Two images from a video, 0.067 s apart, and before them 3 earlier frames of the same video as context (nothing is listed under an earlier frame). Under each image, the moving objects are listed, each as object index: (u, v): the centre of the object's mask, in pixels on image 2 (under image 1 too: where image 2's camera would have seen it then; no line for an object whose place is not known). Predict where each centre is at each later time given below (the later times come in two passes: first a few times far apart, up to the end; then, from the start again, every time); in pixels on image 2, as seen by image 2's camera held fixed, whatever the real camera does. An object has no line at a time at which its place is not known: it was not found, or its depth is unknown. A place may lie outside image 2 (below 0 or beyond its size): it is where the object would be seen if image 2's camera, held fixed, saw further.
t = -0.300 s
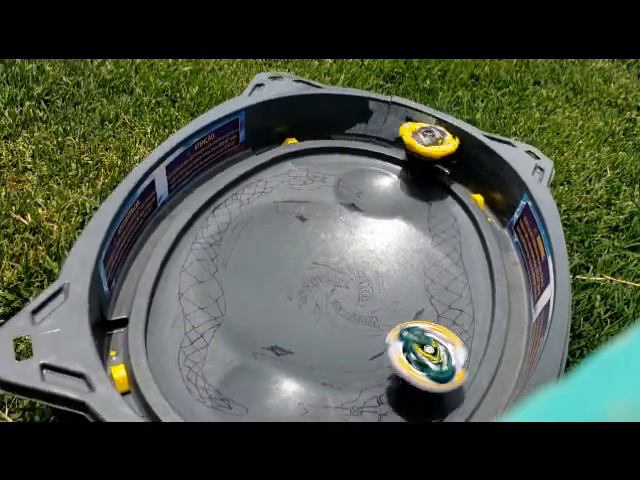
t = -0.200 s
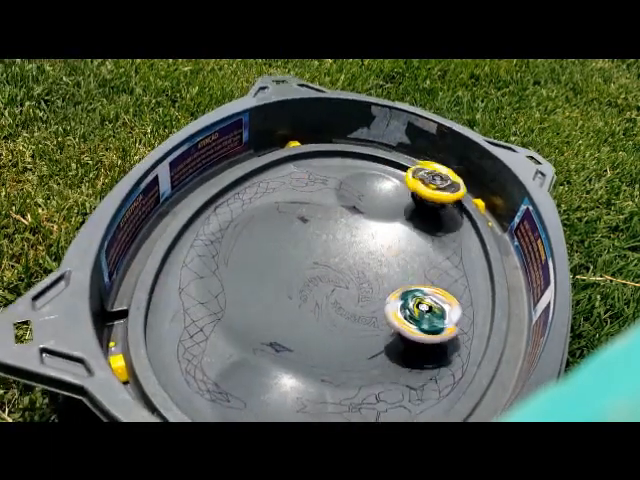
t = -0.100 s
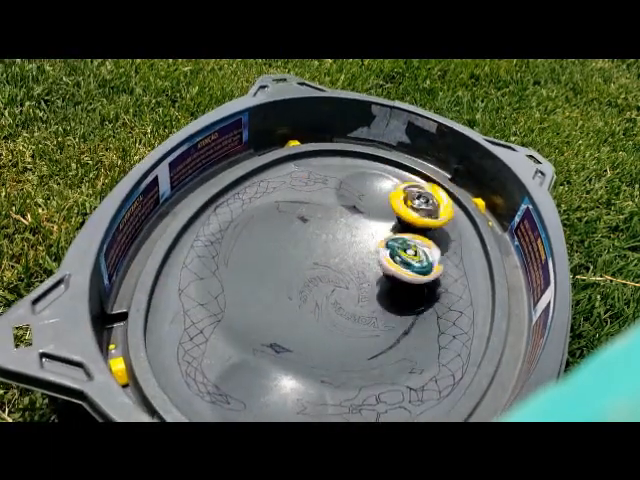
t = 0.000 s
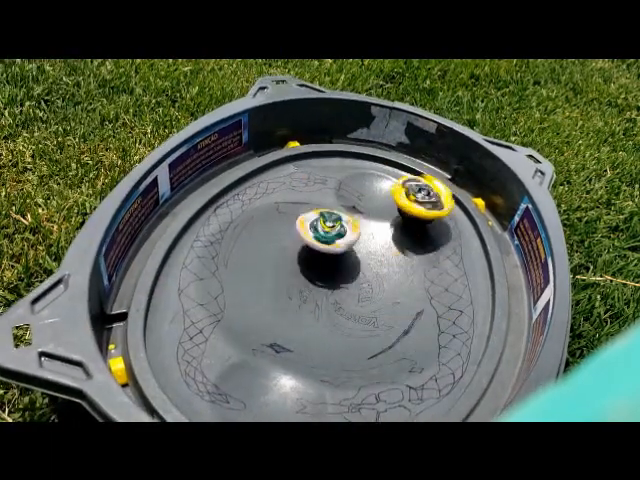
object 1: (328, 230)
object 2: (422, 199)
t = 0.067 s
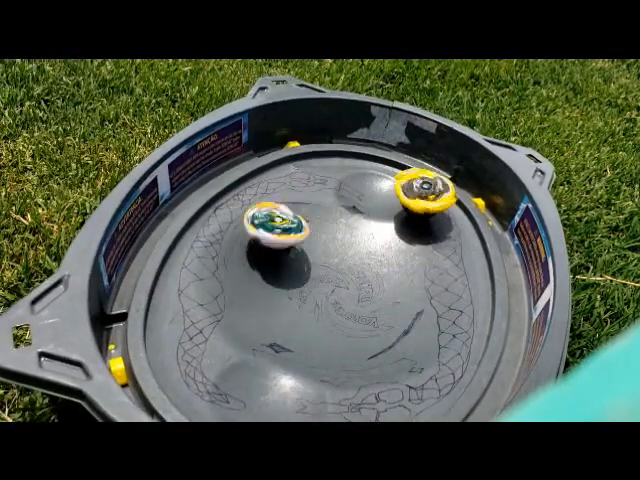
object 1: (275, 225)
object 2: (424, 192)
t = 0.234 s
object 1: (216, 284)
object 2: (412, 193)
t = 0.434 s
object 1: (202, 329)
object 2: (365, 194)
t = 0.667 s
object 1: (208, 343)
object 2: (271, 304)
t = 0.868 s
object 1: (190, 356)
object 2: (409, 394)
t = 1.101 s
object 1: (202, 390)
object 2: (377, 398)
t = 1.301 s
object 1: (270, 392)
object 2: (379, 406)
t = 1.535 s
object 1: (262, 357)
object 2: (413, 360)
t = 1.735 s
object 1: (302, 386)
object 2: (412, 279)
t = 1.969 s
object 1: (351, 323)
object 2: (296, 225)
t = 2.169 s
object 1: (381, 273)
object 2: (243, 280)
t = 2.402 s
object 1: (313, 250)
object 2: (354, 331)
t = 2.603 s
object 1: (284, 292)
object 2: (396, 273)
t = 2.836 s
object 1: (359, 322)
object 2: (315, 234)
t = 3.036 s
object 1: (376, 281)
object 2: (266, 279)
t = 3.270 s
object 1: (305, 254)
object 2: (353, 331)
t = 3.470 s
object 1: (275, 288)
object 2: (396, 290)
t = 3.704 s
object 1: (345, 317)
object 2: (320, 245)
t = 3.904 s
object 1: (374, 277)
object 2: (263, 277)
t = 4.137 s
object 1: (319, 252)
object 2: (333, 328)
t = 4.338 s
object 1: (288, 284)
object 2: (386, 288)
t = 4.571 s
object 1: (340, 320)
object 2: (323, 241)
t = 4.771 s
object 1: (375, 298)
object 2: (272, 270)
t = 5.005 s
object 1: (333, 261)
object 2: (336, 326)
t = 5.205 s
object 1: (286, 269)
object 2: (393, 294)
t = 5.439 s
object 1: (303, 306)
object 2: (334, 250)
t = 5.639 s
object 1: (355, 304)
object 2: (272, 270)
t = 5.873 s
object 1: (351, 268)
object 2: (316, 325)
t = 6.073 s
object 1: (312, 263)
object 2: (381, 301)
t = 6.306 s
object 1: (302, 299)
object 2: (341, 248)
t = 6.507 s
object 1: (342, 313)
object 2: (281, 258)
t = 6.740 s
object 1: (357, 283)
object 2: (307, 318)
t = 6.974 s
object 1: (315, 265)
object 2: (387, 303)
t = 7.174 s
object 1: (293, 282)
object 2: (361, 259)
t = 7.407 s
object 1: (324, 315)
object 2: (292, 249)
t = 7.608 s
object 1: (360, 309)
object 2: (284, 285)
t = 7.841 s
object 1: (408, 283)
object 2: (280, 293)
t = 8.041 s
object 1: (374, 268)
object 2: (309, 289)
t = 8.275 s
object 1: (397, 259)
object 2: (256, 273)
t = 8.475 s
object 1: (352, 281)
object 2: (283, 282)
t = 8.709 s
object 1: (363, 306)
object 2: (263, 268)
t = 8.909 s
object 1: (320, 320)
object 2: (295, 262)
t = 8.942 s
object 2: (302, 261)
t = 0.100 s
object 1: (254, 230)
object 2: (423, 190)
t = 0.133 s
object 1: (238, 237)
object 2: (422, 190)
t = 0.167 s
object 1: (226, 249)
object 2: (420, 192)
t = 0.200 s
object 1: (217, 267)
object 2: (416, 192)
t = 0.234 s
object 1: (216, 284)
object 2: (412, 193)
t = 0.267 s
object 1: (215, 300)
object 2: (410, 194)
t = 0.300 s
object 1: (211, 312)
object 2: (406, 195)
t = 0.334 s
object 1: (209, 320)
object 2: (400, 197)
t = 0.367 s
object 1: (206, 324)
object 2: (390, 196)
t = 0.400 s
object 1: (203, 328)
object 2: (376, 195)
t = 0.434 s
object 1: (202, 329)
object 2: (365, 194)
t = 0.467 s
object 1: (202, 332)
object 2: (347, 199)
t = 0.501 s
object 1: (203, 336)
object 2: (327, 210)
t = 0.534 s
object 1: (203, 336)
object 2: (303, 222)
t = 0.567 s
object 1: (204, 338)
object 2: (286, 239)
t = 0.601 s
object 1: (207, 341)
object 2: (271, 259)
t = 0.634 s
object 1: (206, 341)
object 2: (266, 281)
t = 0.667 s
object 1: (208, 343)
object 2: (271, 304)
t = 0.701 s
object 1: (210, 343)
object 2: (286, 327)
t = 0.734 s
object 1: (205, 345)
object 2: (315, 346)
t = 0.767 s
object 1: (202, 346)
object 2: (346, 360)
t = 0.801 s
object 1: (197, 348)
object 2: (378, 374)
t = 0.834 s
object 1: (195, 353)
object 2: (397, 389)
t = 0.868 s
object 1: (190, 356)
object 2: (409, 394)
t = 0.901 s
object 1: (188, 359)
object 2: (404, 395)
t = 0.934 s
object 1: (187, 363)
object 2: (401, 395)
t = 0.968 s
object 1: (184, 369)
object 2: (400, 398)
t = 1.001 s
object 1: (183, 372)
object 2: (397, 399)
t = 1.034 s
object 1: (187, 379)
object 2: (390, 397)
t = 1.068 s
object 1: (196, 385)
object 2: (382, 397)
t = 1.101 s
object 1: (202, 390)
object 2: (377, 398)
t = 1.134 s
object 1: (211, 390)
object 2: (371, 398)
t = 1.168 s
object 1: (217, 391)
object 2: (367, 400)
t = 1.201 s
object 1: (228, 393)
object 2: (361, 401)
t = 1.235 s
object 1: (240, 397)
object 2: (352, 401)
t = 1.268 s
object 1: (257, 397)
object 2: (356, 401)
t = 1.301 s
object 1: (270, 392)
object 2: (379, 406)
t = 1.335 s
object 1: (283, 385)
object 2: (396, 405)
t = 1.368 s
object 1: (288, 372)
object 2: (401, 404)
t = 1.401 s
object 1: (287, 361)
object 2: (401, 395)
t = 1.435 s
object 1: (280, 354)
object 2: (405, 389)
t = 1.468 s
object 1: (272, 350)
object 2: (409, 380)
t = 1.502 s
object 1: (267, 350)
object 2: (411, 368)
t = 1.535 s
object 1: (262, 357)
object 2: (413, 360)
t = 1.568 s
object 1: (256, 366)
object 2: (416, 350)
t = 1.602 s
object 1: (253, 376)
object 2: (421, 341)
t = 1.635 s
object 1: (259, 385)
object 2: (421, 328)
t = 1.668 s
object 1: (272, 389)
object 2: (421, 311)
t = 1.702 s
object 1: (288, 390)
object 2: (419, 294)
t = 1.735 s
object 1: (302, 386)
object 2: (412, 279)
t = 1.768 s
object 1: (310, 377)
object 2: (402, 264)
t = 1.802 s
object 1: (312, 365)
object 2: (389, 253)
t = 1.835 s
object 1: (314, 355)
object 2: (373, 243)
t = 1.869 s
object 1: (318, 348)
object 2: (354, 234)
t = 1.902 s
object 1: (328, 339)
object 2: (335, 228)
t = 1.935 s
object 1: (338, 333)
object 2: (316, 226)
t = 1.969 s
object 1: (351, 323)
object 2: (296, 225)
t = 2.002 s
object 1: (365, 316)
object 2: (280, 227)
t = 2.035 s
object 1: (375, 308)
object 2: (268, 235)
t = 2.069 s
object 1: (382, 299)
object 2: (256, 244)
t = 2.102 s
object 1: (385, 290)
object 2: (246, 254)
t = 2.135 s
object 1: (384, 281)
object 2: (242, 266)
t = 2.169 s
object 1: (381, 273)
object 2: (243, 280)
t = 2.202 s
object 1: (375, 266)
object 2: (249, 293)
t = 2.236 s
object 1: (366, 259)
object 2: (261, 306)
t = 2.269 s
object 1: (357, 254)
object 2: (278, 317)
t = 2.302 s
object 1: (347, 251)
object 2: (298, 327)
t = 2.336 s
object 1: (336, 249)
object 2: (316, 334)
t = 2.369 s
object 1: (325, 249)
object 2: (335, 334)
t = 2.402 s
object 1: (313, 250)
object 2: (354, 331)
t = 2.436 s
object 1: (304, 253)
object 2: (371, 325)
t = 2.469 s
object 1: (295, 258)
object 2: (384, 318)
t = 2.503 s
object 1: (288, 265)
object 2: (392, 308)
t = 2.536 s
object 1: (283, 273)
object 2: (397, 297)
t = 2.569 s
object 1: (282, 282)
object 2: (398, 285)
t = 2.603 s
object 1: (284, 292)
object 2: (396, 273)
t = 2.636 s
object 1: (289, 301)
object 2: (391, 263)
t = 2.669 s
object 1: (296, 310)
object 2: (383, 255)
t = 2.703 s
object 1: (308, 317)
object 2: (371, 247)
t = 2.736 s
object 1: (321, 322)
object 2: (357, 240)
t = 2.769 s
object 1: (335, 325)
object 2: (343, 235)
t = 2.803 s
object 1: (348, 324)
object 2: (329, 233)
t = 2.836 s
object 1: (359, 322)
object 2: (315, 234)
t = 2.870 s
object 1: (368, 318)
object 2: (302, 237)
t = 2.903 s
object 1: (374, 312)
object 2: (291, 241)
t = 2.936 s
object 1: (379, 305)
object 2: (280, 249)
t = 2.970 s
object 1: (381, 298)
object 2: (272, 257)
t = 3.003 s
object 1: (380, 290)
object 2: (267, 268)
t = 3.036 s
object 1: (376, 281)
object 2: (266, 279)
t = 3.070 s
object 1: (368, 273)
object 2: (269, 290)
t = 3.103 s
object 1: (359, 266)
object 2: (277, 302)
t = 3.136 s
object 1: (349, 261)
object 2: (288, 312)
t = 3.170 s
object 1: (338, 258)
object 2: (302, 321)
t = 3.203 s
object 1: (327, 256)
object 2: (319, 327)
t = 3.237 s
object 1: (316, 254)
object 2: (336, 331)
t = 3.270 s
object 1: (305, 254)
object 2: (353, 331)
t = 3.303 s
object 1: (295, 256)
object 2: (367, 328)
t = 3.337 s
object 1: (285, 261)
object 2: (379, 324)
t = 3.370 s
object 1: (278, 266)
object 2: (389, 318)
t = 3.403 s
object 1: (275, 273)
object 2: (395, 309)
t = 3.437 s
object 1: (274, 280)
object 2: (397, 299)
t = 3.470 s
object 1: (275, 288)
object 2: (396, 290)
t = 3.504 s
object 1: (279, 296)
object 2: (391, 280)
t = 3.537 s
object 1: (287, 304)
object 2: (384, 272)
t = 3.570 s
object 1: (297, 311)
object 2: (374, 263)
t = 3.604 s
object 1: (310, 315)
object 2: (362, 256)
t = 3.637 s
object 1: (321, 317)
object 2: (348, 251)
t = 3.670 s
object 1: (333, 318)
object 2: (334, 247)
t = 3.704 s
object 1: (345, 317)
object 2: (320, 245)
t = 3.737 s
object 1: (356, 313)
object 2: (306, 246)
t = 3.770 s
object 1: (365, 307)
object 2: (293, 249)
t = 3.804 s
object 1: (370, 301)
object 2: (282, 254)
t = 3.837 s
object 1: (374, 294)
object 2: (273, 260)
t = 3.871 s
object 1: (376, 287)
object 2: (266, 268)
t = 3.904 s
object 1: (374, 277)
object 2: (263, 277)
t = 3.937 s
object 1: (368, 270)
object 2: (263, 286)
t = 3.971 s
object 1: (363, 264)
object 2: (267, 297)
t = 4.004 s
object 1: (356, 258)
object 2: (275, 307)
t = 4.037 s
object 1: (347, 254)
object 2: (286, 315)
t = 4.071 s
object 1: (337, 252)
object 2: (300, 322)
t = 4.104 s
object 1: (327, 252)
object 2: (316, 326)
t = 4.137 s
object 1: (319, 252)
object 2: (333, 328)
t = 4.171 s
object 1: (309, 253)
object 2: (348, 327)
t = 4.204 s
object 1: (300, 258)
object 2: (361, 323)
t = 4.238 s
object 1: (294, 263)
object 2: (372, 316)
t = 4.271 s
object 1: (290, 269)
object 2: (380, 307)
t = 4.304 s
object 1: (287, 276)
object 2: (384, 298)
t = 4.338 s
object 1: (288, 284)
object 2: (386, 288)
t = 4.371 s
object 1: (291, 291)
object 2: (384, 278)
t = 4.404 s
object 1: (295, 297)
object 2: (378, 269)
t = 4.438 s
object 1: (300, 305)
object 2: (371, 260)
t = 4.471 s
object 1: (308, 311)
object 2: (360, 251)
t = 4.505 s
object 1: (318, 315)
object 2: (348, 246)
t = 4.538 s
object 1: (328, 319)
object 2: (335, 242)
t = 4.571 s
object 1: (340, 320)
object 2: (323, 241)
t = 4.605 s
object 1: (349, 318)
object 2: (311, 241)
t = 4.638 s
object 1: (357, 316)
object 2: (300, 243)
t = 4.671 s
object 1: (364, 313)
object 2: (290, 247)
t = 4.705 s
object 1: (369, 309)
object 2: (281, 253)
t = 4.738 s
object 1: (373, 304)
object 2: (275, 261)
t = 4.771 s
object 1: (375, 298)
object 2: (272, 270)
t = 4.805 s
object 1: (373, 290)
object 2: (273, 281)
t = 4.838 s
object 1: (369, 285)
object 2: (277, 291)
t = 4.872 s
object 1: (364, 278)
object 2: (284, 300)
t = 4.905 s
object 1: (356, 273)
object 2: (293, 309)
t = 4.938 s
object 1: (351, 269)
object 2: (305, 316)
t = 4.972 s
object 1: (344, 264)
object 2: (319, 323)
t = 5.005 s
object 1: (333, 261)
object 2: (336, 326)
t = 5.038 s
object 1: (324, 261)
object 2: (351, 326)
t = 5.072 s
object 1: (314, 259)
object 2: (364, 323)
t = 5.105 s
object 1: (306, 261)
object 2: (375, 318)
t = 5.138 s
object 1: (300, 262)
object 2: (385, 312)
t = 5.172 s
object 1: (292, 264)
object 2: (391, 304)
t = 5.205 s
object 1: (286, 269)
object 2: (393, 294)
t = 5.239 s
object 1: (283, 274)
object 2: (390, 285)
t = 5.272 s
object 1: (282, 280)
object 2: (385, 277)
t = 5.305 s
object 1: (284, 285)
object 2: (379, 270)
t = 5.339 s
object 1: (286, 290)
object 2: (370, 262)
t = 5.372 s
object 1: (290, 296)
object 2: (358, 256)
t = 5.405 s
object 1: (296, 301)
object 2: (346, 253)
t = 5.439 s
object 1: (303, 306)
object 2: (334, 250)
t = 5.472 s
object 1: (312, 309)
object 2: (322, 248)
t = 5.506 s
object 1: (320, 310)
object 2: (307, 248)
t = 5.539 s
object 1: (330, 311)
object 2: (295, 252)
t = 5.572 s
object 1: (338, 310)
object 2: (286, 257)
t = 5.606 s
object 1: (347, 309)
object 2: (278, 262)
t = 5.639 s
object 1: (355, 304)
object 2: (272, 270)
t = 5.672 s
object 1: (359, 300)
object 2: (270, 279)
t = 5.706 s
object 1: (363, 295)
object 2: (271, 288)
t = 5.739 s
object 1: (364, 290)
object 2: (274, 297)
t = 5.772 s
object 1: (366, 284)
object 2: (279, 306)
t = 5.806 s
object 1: (362, 276)
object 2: (290, 314)
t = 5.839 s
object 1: (358, 272)
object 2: (303, 321)
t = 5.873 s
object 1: (351, 268)
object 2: (316, 325)
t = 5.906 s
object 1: (348, 265)
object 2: (332, 327)
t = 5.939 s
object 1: (340, 261)
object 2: (346, 327)
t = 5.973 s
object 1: (332, 260)
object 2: (357, 322)
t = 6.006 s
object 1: (324, 260)
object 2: (368, 318)
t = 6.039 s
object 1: (317, 262)
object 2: (377, 310)
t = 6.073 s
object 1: (312, 263)
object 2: (381, 301)
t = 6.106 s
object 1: (304, 267)
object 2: (383, 293)
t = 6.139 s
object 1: (301, 272)
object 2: (382, 283)
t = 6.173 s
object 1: (298, 277)
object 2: (376, 273)
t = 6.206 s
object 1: (298, 281)
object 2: (370, 266)
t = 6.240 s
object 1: (296, 287)
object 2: (362, 258)
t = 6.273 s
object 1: (299, 293)
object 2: (351, 251)
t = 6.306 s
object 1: (302, 299)
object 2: (341, 248)
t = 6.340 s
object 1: (309, 304)
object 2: (329, 244)
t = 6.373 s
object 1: (313, 307)
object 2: (316, 243)
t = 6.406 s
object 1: (321, 311)
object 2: (306, 245)
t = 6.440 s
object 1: (328, 313)
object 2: (296, 247)
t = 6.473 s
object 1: (338, 313)
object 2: (286, 252)
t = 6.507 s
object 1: (342, 313)
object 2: (281, 258)
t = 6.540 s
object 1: (349, 311)
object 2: (275, 264)
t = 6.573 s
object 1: (355, 309)
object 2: (272, 275)
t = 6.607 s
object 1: (360, 304)
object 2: (275, 284)
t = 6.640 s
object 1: (360, 300)
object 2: (278, 293)
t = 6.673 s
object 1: (361, 294)
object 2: (286, 303)
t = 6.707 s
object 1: (361, 290)
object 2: (296, 310)
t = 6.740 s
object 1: (357, 283)
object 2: (307, 318)
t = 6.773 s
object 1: (354, 278)
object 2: (323, 323)
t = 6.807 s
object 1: (348, 273)
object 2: (336, 325)
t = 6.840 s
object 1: (343, 272)
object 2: (352, 325)
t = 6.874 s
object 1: (334, 268)
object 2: (364, 321)
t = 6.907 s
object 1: (328, 266)
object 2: (374, 317)
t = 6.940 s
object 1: (320, 266)
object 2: (383, 311)
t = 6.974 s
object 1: (315, 265)
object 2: (387, 303)
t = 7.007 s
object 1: (307, 266)
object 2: (391, 296)
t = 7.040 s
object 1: (302, 268)
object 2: (388, 286)
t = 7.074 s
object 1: (299, 271)
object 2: (385, 280)
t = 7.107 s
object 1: (294, 273)
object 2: (379, 271)
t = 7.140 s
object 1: (293, 277)
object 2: (370, 265)
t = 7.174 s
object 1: (293, 282)
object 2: (361, 259)
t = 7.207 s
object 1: (296, 286)
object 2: (348, 255)
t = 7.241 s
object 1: (298, 291)
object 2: (338, 252)
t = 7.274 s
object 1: (302, 295)
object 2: (325, 250)
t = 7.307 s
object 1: (306, 301)
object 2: (319, 249)
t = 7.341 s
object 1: (308, 306)
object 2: (308, 246)
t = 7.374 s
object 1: (315, 311)
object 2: (300, 248)
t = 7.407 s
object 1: (324, 315)
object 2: (292, 249)
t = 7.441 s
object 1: (330, 316)
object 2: (287, 253)
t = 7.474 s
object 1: (338, 317)
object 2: (281, 257)
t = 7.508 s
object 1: (346, 318)
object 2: (279, 264)
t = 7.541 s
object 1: (352, 314)
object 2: (277, 270)
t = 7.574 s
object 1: (357, 312)
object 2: (280, 279)
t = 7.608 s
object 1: (360, 309)
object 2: (284, 285)
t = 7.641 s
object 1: (371, 307)
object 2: (283, 289)
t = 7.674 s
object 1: (384, 305)
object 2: (277, 288)
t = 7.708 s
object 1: (393, 302)
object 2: (275, 288)
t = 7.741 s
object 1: (401, 298)
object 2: (274, 289)
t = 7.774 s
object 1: (405, 293)
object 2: (275, 291)
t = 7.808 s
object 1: (407, 287)
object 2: (279, 293)
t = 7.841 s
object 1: (408, 283)
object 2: (280, 293)
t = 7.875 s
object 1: (404, 279)
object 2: (285, 294)
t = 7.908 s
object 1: (399, 276)
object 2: (292, 295)
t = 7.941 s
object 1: (390, 273)
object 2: (297, 294)
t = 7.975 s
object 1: (381, 271)
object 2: (304, 294)
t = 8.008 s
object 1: (370, 269)
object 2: (313, 292)
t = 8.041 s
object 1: (374, 268)
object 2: (309, 289)
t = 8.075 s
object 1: (386, 267)
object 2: (296, 285)
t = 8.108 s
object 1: (389, 265)
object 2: (285, 282)
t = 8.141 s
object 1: (393, 262)
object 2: (276, 278)
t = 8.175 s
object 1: (397, 258)
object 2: (268, 276)
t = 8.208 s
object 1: (399, 258)
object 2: (262, 275)
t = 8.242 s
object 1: (399, 258)
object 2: (258, 274)
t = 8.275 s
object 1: (397, 259)
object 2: (256, 273)
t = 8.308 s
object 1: (394, 262)
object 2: (257, 273)
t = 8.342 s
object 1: (388, 265)
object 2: (258, 274)
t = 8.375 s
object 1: (380, 269)
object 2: (263, 277)
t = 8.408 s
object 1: (371, 272)
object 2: (267, 278)
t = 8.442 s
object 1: (364, 277)
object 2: (275, 280)
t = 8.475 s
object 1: (352, 281)
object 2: (283, 282)
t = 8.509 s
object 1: (359, 286)
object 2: (276, 277)
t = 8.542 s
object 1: (367, 292)
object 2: (267, 271)
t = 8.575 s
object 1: (369, 298)
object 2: (264, 269)
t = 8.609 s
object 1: (369, 302)
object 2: (260, 268)
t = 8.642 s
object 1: (365, 304)
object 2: (258, 266)
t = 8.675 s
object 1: (366, 305)
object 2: (258, 265)
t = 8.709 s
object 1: (363, 306)
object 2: (263, 268)
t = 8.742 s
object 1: (359, 308)
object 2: (264, 270)
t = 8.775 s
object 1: (353, 308)
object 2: (271, 271)
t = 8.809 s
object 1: (341, 307)
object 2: (277, 276)
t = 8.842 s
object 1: (335, 311)
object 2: (283, 273)
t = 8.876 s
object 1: (331, 313)
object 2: (291, 268)
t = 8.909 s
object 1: (320, 320)
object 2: (295, 262)
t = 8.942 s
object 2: (302, 261)
